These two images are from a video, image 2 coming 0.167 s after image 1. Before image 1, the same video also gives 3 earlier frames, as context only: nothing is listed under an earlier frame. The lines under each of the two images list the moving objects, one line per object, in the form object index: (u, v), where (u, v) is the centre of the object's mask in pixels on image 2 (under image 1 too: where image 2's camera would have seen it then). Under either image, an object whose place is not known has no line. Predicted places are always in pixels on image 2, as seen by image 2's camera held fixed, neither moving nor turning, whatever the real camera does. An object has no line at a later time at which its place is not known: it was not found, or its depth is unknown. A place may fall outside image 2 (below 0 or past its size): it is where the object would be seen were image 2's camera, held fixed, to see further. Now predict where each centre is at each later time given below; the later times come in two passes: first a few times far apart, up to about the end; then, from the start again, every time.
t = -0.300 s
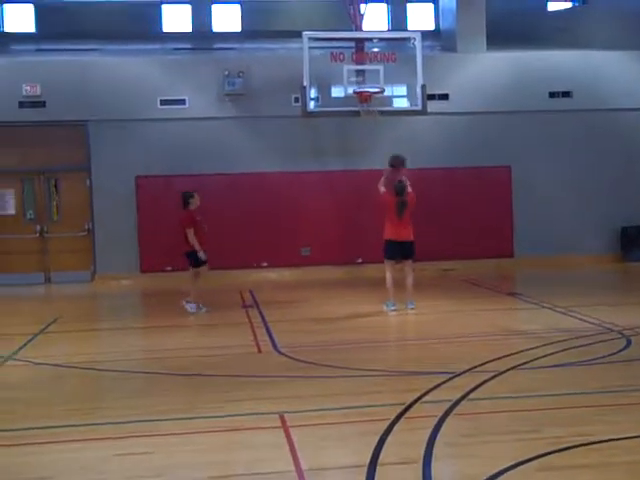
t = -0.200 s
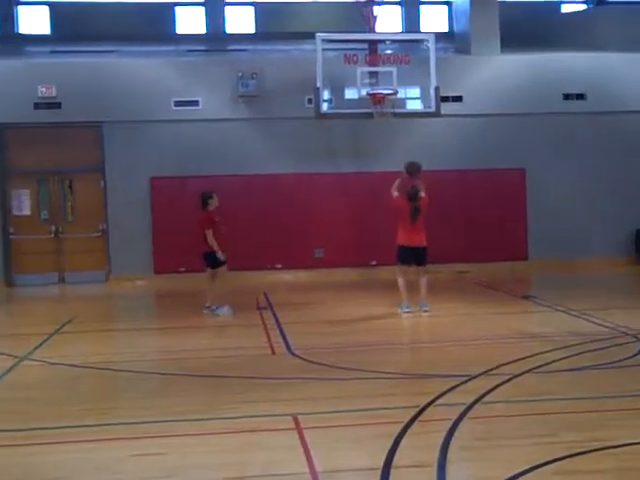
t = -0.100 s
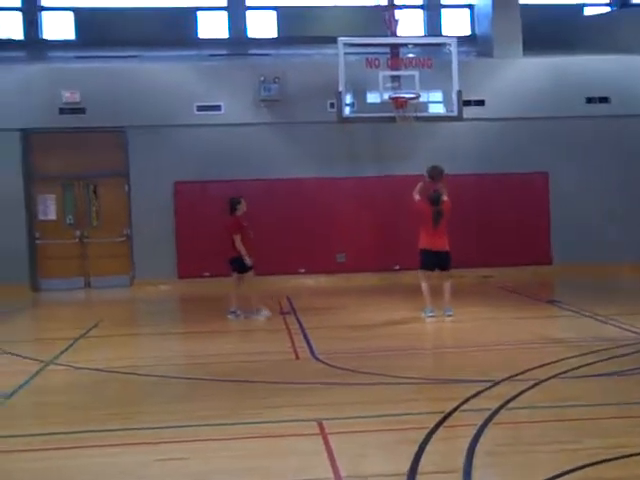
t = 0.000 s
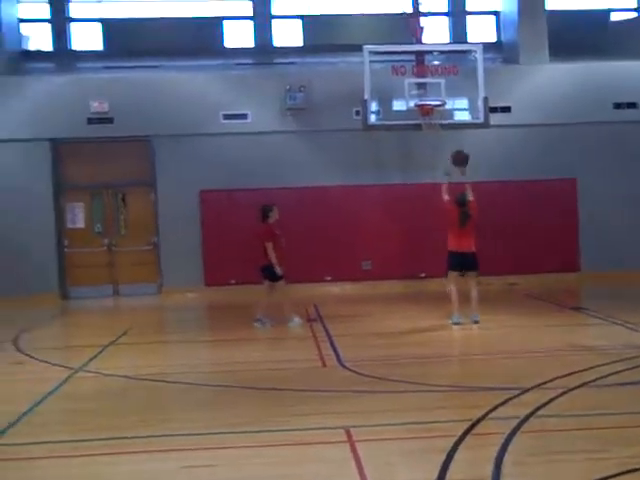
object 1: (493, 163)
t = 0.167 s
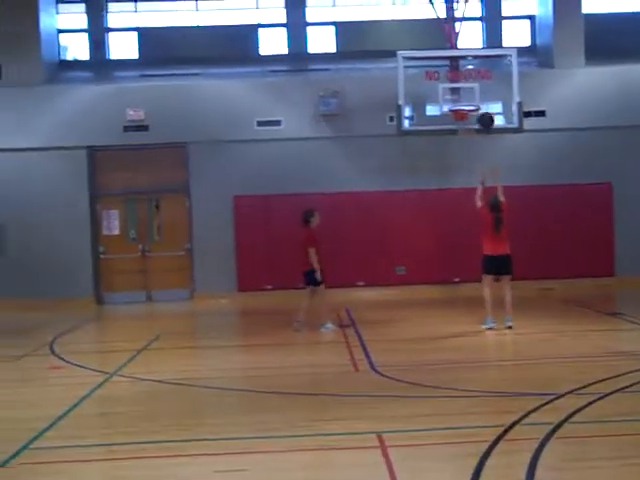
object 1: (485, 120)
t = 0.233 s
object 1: (482, 109)
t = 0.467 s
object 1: (475, 96)
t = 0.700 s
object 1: (457, 100)
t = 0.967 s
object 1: (448, 99)
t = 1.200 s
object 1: (439, 106)
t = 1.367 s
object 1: (433, 134)
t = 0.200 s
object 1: (484, 114)
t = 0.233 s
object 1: (482, 109)
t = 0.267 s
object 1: (481, 104)
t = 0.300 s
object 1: (480, 101)
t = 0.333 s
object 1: (479, 98)
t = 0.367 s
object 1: (478, 96)
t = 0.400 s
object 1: (477, 96)
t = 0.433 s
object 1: (476, 95)
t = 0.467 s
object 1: (475, 96)
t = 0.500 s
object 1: (473, 97)
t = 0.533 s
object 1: (472, 98)
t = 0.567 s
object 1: (471, 102)
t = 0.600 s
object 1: (470, 102)
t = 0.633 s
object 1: (464, 102)
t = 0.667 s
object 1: (460, 101)
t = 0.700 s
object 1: (457, 100)
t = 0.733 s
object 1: (453, 103)
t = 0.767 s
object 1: (452, 99)
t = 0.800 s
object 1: (451, 97)
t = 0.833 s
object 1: (451, 97)
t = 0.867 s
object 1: (450, 96)
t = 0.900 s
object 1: (449, 97)
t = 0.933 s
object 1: (449, 98)
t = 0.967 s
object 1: (448, 99)
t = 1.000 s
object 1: (447, 98)
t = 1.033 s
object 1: (445, 98)
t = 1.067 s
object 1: (444, 98)
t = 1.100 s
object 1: (442, 99)
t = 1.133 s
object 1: (441, 100)
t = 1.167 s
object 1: (439, 103)
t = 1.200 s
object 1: (439, 106)
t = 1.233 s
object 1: (438, 111)
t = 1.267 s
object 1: (437, 115)
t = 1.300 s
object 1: (435, 120)
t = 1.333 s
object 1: (434, 126)
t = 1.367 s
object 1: (433, 134)
